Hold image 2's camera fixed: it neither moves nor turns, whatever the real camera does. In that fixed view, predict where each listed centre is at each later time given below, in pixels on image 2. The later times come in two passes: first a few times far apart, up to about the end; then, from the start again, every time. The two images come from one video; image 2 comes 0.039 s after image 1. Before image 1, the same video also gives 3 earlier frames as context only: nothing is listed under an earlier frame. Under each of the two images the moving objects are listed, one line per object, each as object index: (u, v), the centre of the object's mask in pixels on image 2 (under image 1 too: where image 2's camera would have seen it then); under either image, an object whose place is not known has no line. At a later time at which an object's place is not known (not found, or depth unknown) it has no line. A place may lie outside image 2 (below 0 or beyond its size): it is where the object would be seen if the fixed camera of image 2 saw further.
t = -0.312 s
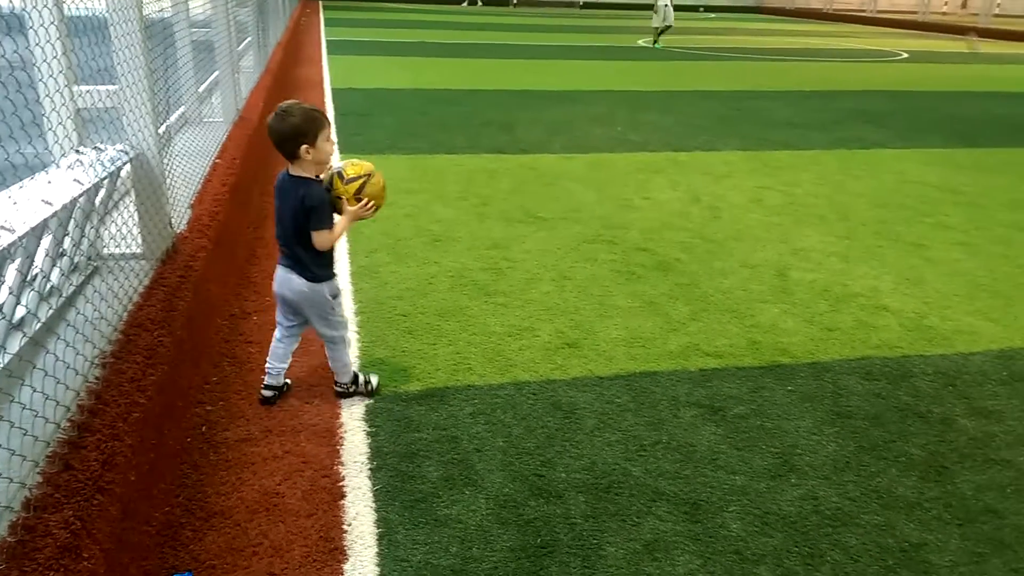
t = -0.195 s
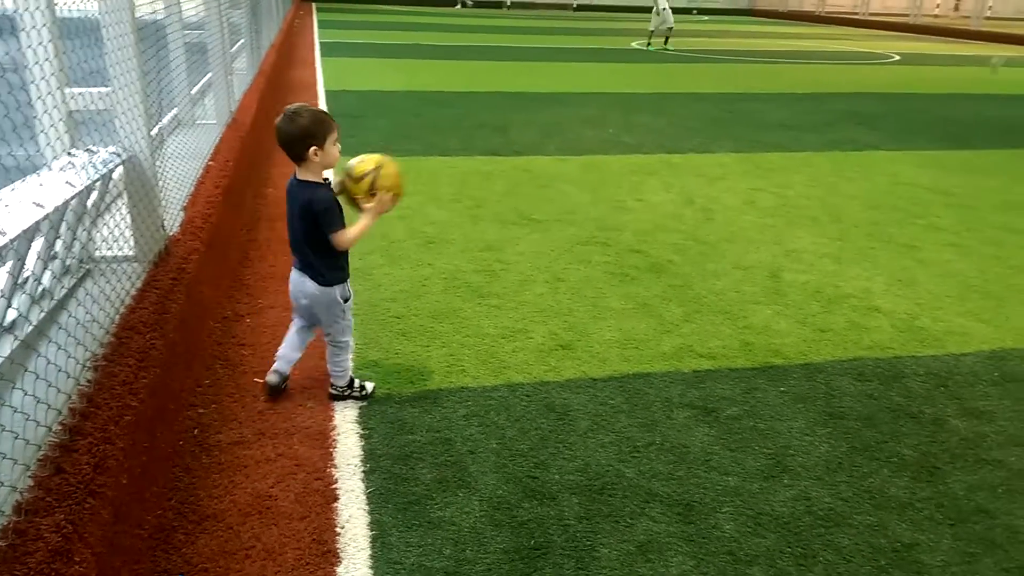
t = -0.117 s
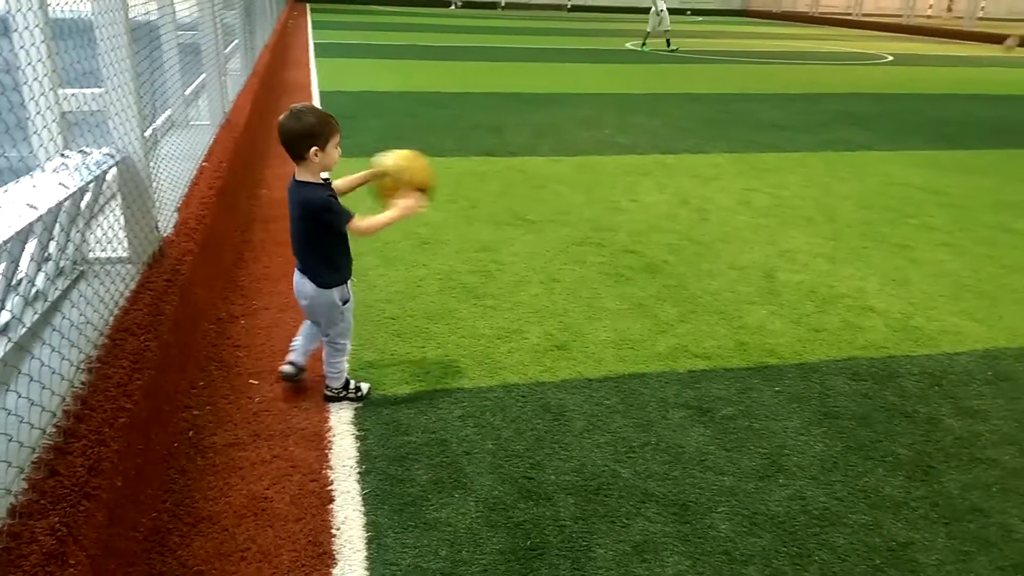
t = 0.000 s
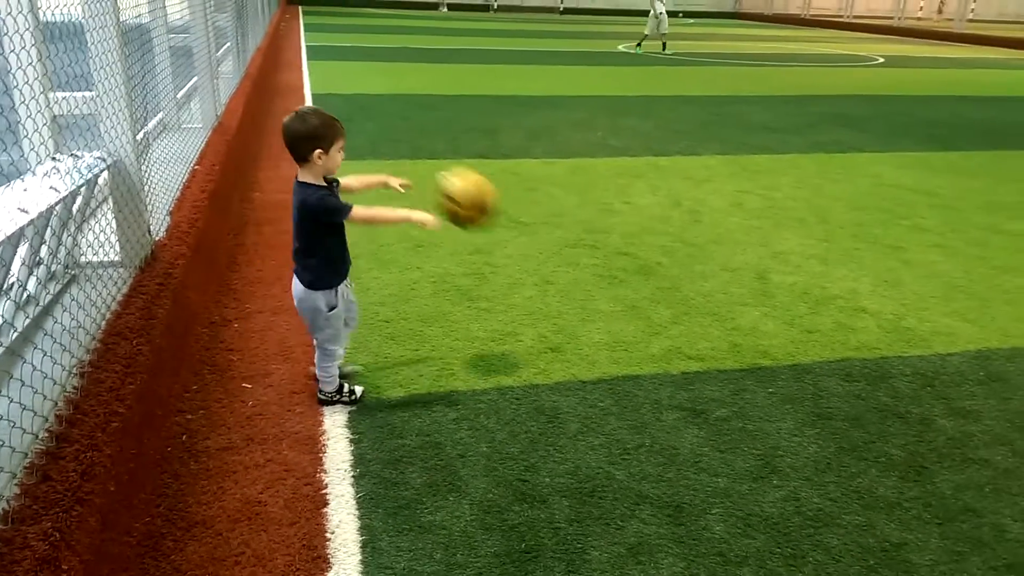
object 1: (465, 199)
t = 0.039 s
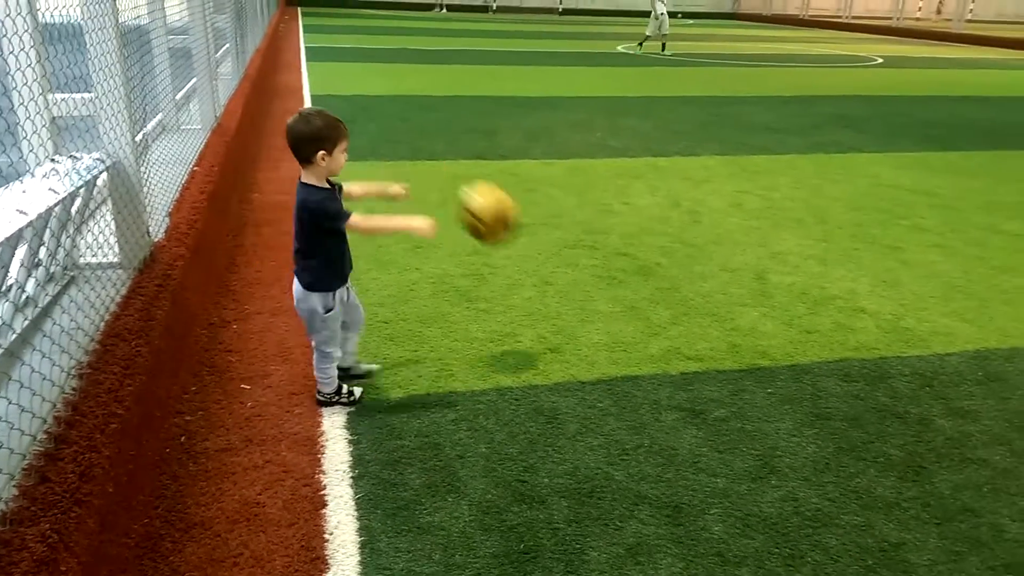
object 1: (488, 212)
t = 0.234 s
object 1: (584, 330)
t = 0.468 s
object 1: (638, 274)
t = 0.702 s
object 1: (681, 301)
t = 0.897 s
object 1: (717, 299)
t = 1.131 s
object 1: (758, 290)
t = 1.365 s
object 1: (791, 281)
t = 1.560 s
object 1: (814, 275)
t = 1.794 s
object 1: (837, 268)
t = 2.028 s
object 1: (857, 262)
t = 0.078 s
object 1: (509, 229)
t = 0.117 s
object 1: (529, 250)
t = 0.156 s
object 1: (548, 274)
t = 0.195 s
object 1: (566, 302)
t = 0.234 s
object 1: (584, 330)
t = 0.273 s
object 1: (596, 315)
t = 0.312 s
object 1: (604, 300)
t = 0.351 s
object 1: (614, 288)
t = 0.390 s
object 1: (622, 280)
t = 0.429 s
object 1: (631, 276)
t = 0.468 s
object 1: (638, 274)
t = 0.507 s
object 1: (645, 275)
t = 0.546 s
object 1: (652, 279)
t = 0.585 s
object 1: (658, 287)
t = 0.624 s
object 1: (665, 298)
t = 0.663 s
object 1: (672, 310)
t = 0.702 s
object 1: (681, 301)
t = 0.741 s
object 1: (689, 296)
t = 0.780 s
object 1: (697, 293)
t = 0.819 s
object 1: (704, 293)
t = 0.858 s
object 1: (710, 296)
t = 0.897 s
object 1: (717, 299)
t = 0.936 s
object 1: (724, 296)
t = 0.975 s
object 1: (731, 296)
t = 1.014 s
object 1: (739, 294)
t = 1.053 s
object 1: (746, 292)
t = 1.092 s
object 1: (751, 292)
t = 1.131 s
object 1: (758, 290)
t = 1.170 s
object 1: (763, 289)
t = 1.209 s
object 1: (770, 287)
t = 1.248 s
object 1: (775, 286)
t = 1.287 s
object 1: (781, 284)
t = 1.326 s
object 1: (786, 283)
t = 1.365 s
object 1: (791, 281)
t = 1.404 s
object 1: (796, 280)
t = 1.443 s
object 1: (801, 279)
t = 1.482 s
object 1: (806, 278)
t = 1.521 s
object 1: (810, 276)
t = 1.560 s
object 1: (814, 275)
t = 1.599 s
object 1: (818, 274)
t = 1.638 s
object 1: (822, 273)
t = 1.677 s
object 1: (826, 271)
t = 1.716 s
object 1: (830, 271)
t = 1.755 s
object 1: (834, 269)
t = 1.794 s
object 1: (837, 268)
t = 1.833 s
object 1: (840, 267)
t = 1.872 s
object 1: (843, 266)
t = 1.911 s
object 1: (847, 265)
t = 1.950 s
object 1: (850, 265)
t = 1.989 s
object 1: (853, 263)
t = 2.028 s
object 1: (857, 262)
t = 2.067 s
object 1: (859, 261)
